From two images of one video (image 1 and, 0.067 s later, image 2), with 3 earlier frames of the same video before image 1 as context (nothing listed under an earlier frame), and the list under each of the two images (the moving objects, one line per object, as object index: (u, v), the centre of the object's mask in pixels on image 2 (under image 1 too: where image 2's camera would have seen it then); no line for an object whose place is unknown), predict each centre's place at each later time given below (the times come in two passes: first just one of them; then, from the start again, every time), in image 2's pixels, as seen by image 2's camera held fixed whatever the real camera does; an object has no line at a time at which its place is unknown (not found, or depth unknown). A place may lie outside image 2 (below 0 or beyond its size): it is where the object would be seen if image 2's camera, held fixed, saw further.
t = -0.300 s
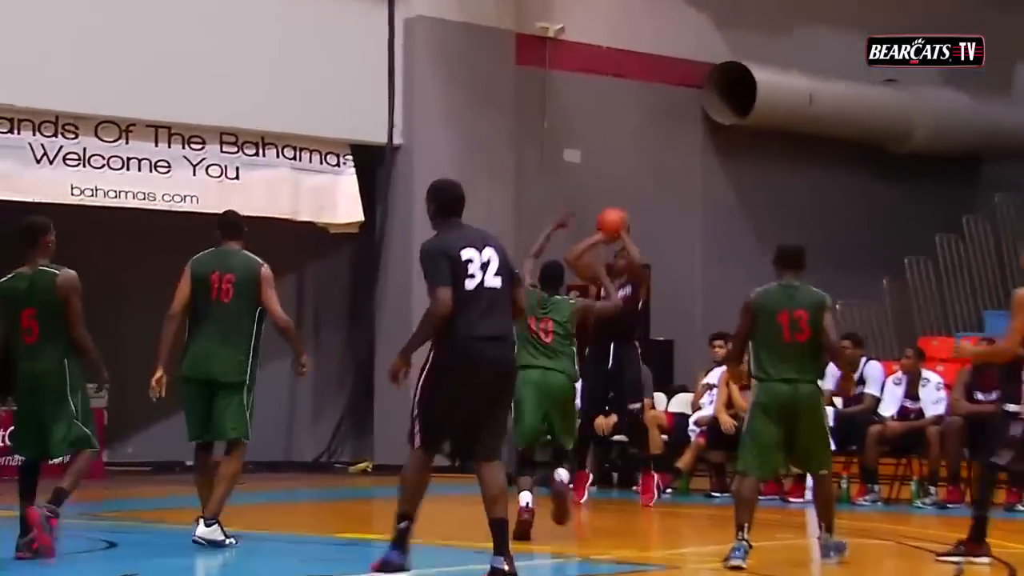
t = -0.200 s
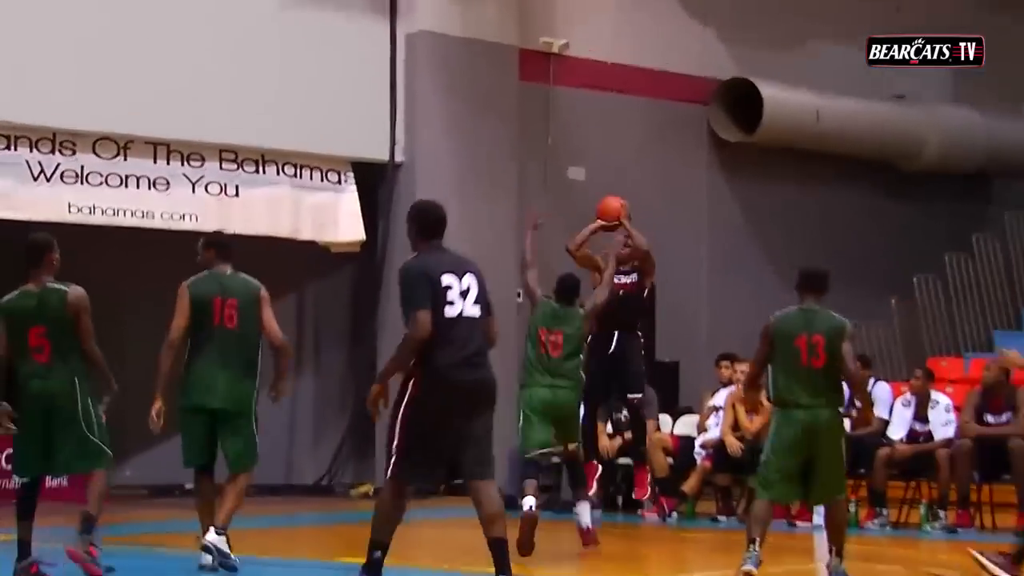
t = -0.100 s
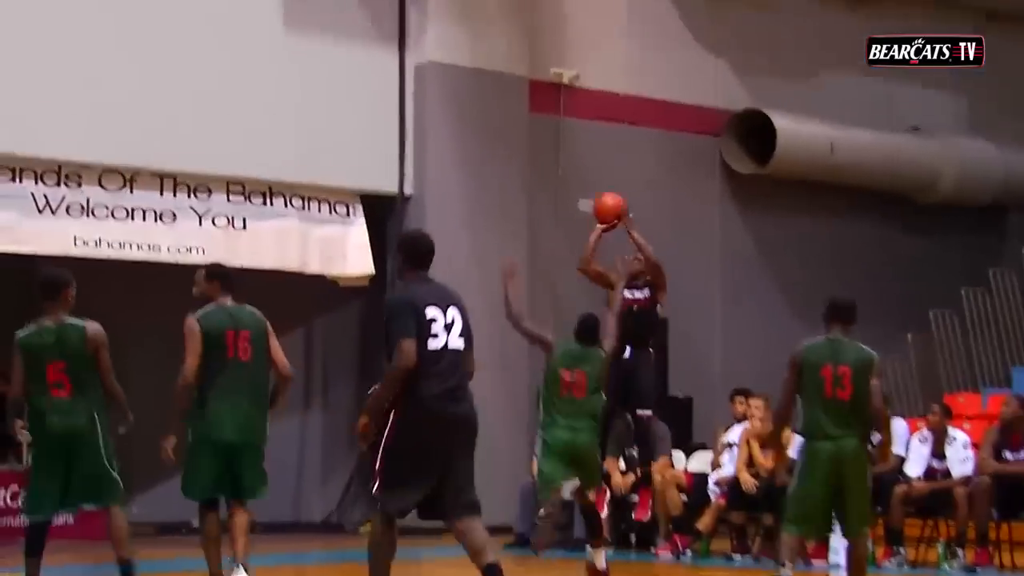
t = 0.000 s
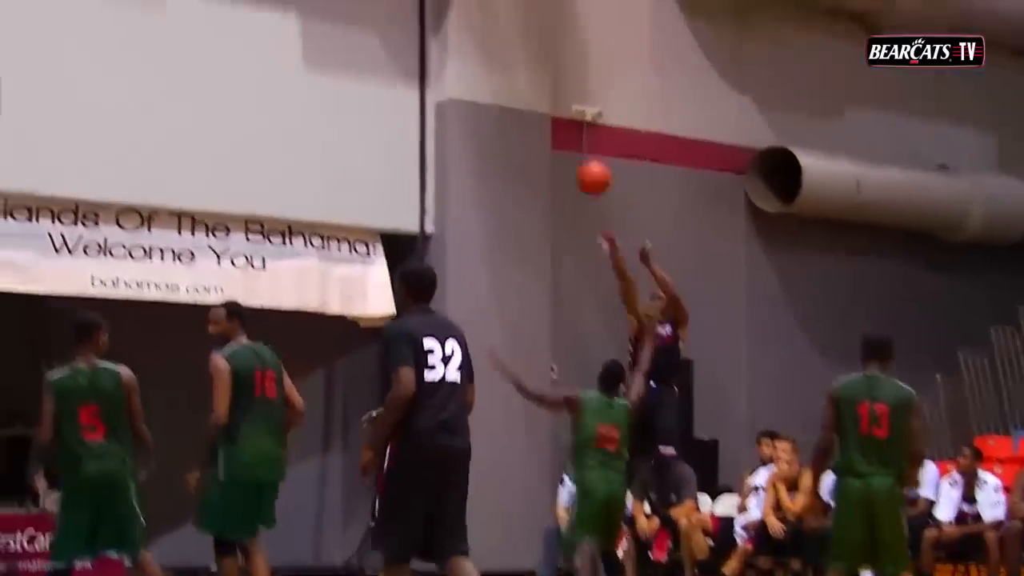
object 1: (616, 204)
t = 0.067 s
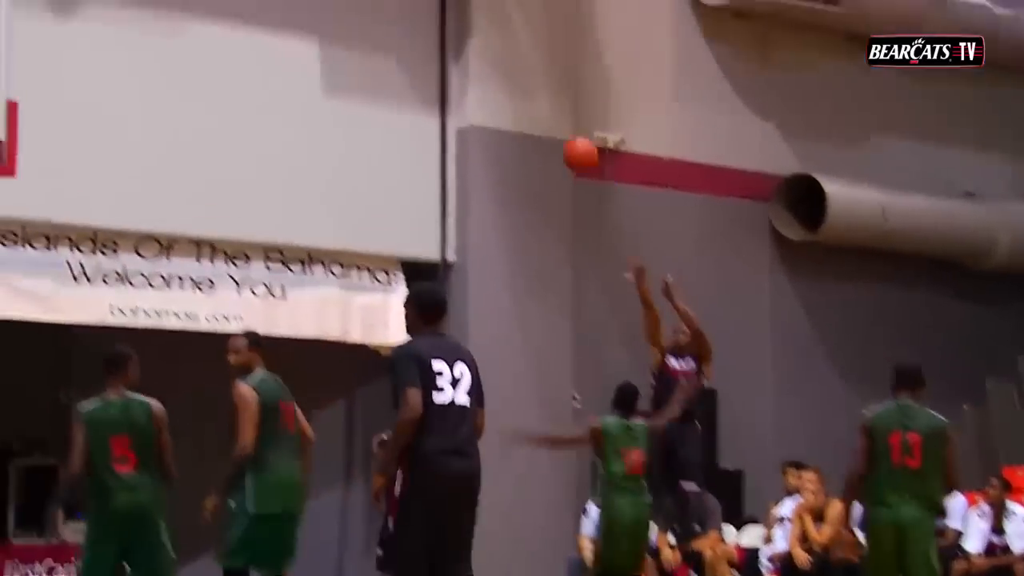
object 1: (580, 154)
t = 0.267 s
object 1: (468, 33)
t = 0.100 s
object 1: (562, 131)
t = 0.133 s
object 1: (543, 109)
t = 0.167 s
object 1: (525, 88)
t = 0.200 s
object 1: (507, 69)
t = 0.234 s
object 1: (487, 50)
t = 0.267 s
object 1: (468, 33)
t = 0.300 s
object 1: (449, 17)
